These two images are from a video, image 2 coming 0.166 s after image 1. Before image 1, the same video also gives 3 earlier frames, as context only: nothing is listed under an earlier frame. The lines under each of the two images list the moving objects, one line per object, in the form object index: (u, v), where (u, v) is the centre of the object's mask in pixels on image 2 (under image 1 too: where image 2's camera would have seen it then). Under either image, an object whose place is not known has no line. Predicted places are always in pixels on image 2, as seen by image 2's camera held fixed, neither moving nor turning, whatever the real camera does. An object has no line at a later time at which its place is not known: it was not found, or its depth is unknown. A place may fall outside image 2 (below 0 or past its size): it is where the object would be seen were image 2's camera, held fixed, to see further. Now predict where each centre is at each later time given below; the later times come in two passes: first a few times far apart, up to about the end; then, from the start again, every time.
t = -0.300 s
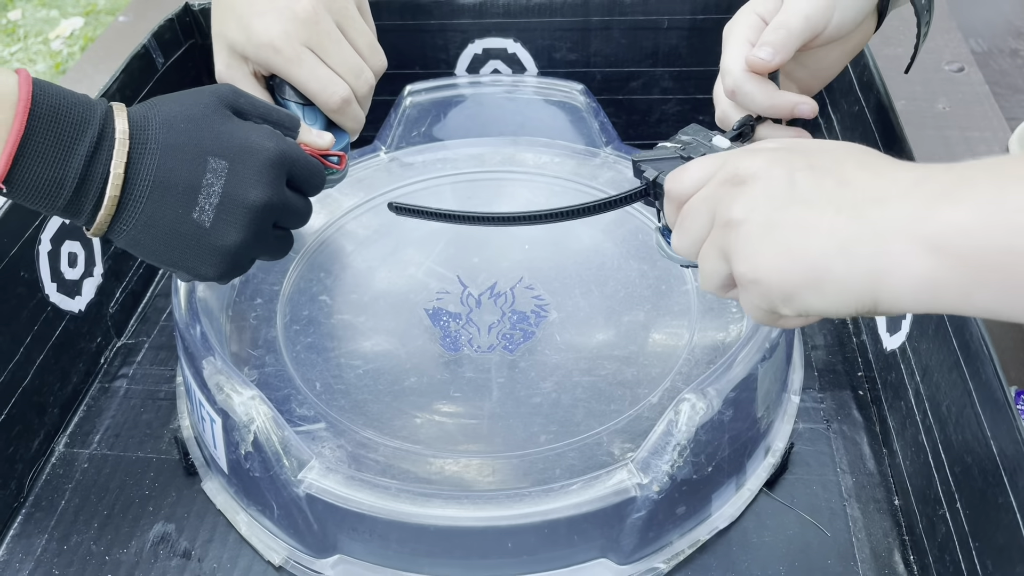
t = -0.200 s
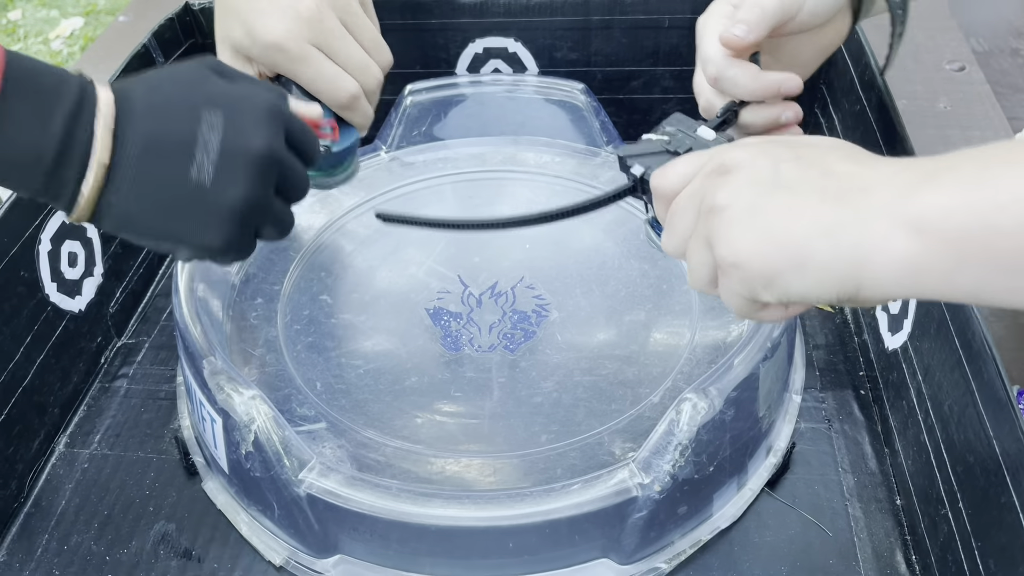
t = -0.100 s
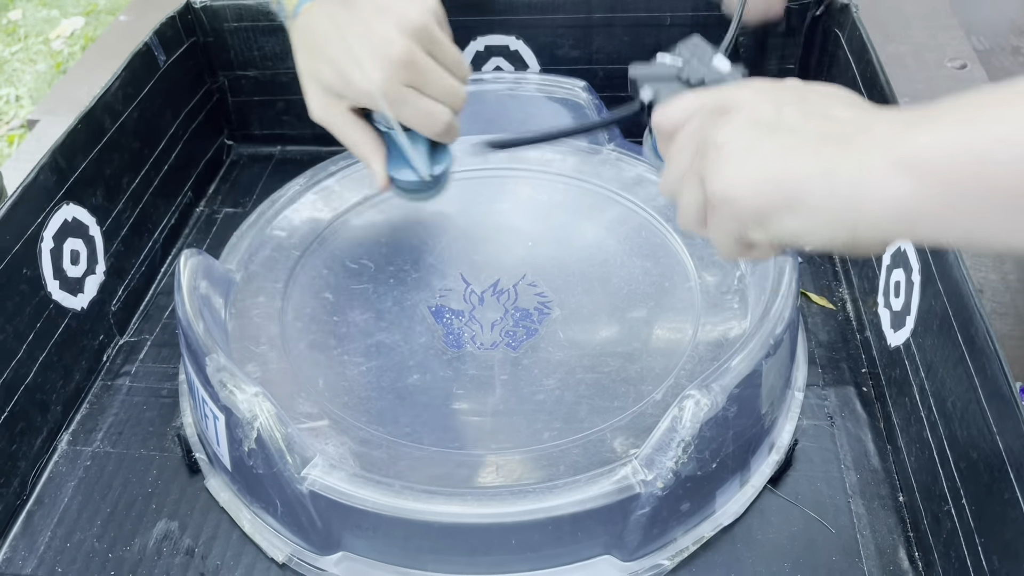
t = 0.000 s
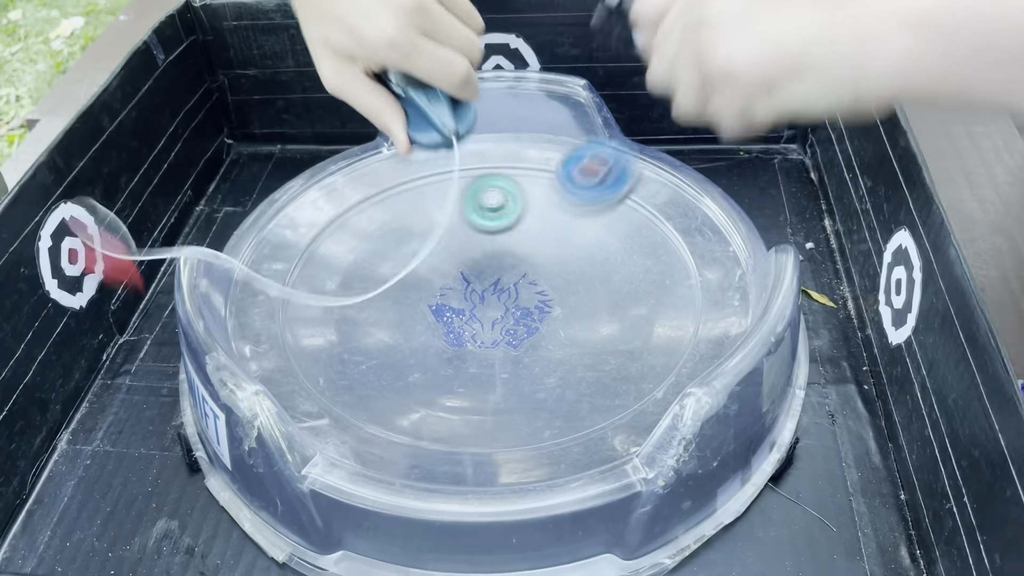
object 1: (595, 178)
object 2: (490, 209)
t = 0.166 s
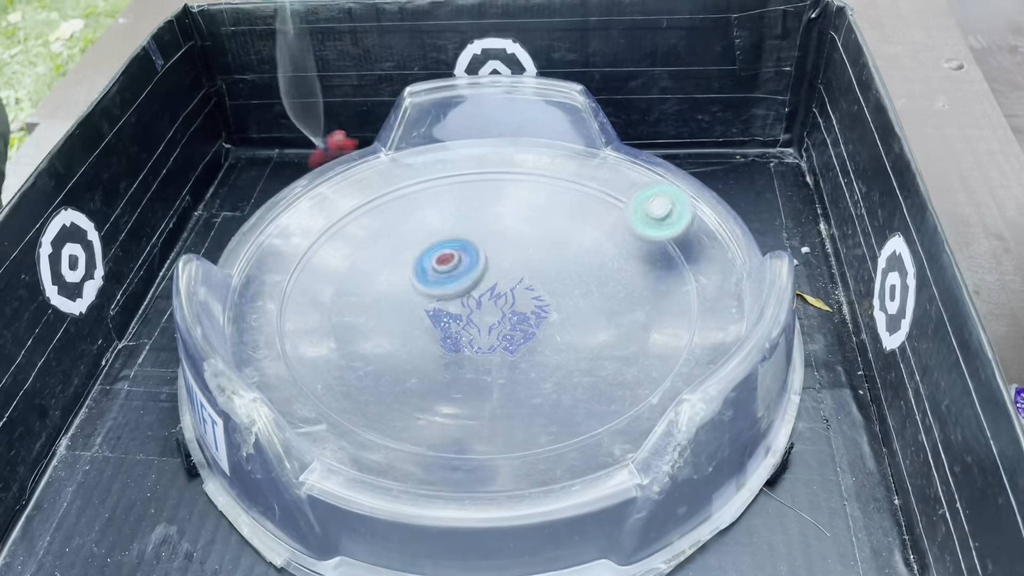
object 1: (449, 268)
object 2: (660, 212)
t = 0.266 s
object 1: (437, 293)
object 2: (704, 179)
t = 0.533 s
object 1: (641, 334)
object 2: (791, 164)
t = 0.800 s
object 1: (510, 217)
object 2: (770, 135)
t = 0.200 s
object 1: (443, 263)
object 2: (676, 194)
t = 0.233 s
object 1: (439, 271)
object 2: (690, 190)
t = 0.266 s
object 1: (437, 293)
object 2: (704, 179)
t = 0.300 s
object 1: (445, 291)
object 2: (715, 170)
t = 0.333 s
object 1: (456, 295)
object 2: (725, 172)
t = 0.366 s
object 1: (470, 312)
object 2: (736, 171)
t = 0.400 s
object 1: (493, 329)
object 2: (748, 173)
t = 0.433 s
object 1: (526, 340)
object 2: (758, 188)
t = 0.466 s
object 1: (563, 351)
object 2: (770, 209)
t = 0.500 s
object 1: (605, 347)
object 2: (801, 185)
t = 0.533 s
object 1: (641, 334)
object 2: (791, 164)
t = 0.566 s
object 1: (669, 315)
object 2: (776, 156)
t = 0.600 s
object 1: (686, 291)
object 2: (760, 160)
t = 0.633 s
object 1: (672, 252)
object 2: (752, 163)
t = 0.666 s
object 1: (654, 229)
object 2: (764, 147)
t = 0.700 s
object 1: (627, 215)
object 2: (775, 142)
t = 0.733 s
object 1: (593, 209)
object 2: (784, 151)
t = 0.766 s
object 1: (552, 209)
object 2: (781, 145)
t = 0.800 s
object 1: (510, 217)
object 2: (770, 135)
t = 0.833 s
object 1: (469, 232)
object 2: (755, 140)
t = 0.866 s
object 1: (435, 254)
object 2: (752, 143)
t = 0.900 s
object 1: (410, 283)
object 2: (755, 146)
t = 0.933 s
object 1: (395, 316)
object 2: (758, 160)
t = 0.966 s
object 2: (768, 165)
